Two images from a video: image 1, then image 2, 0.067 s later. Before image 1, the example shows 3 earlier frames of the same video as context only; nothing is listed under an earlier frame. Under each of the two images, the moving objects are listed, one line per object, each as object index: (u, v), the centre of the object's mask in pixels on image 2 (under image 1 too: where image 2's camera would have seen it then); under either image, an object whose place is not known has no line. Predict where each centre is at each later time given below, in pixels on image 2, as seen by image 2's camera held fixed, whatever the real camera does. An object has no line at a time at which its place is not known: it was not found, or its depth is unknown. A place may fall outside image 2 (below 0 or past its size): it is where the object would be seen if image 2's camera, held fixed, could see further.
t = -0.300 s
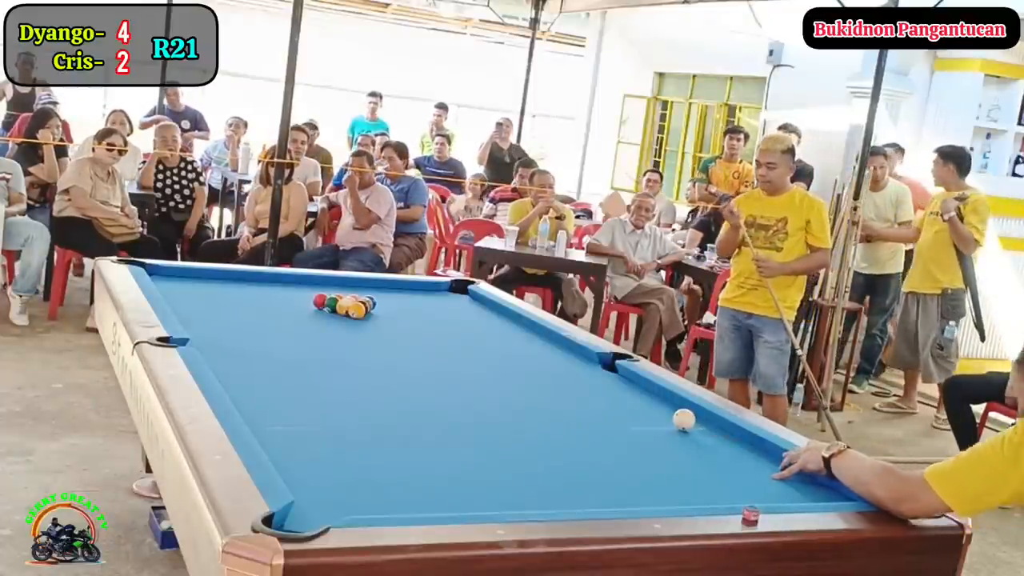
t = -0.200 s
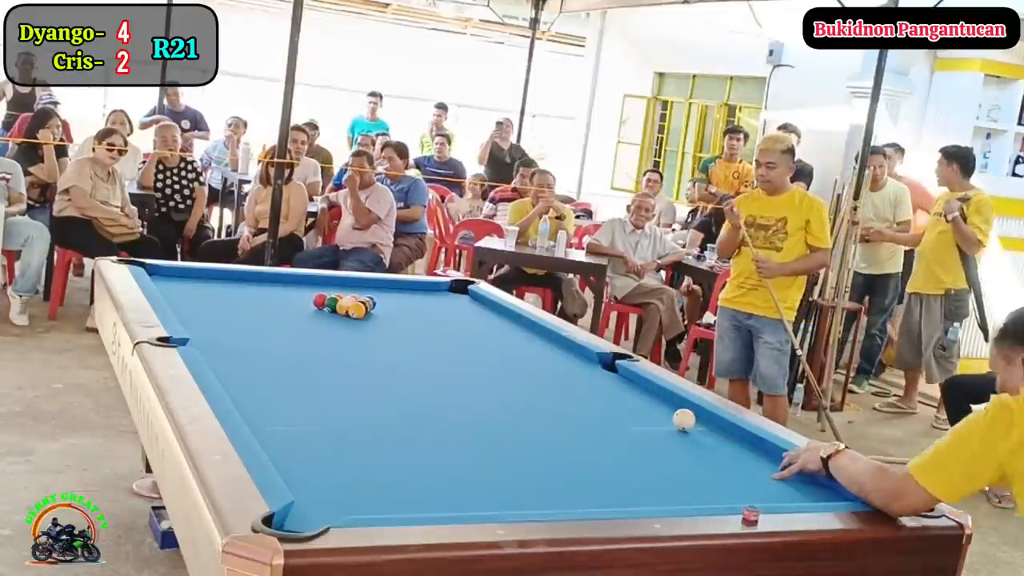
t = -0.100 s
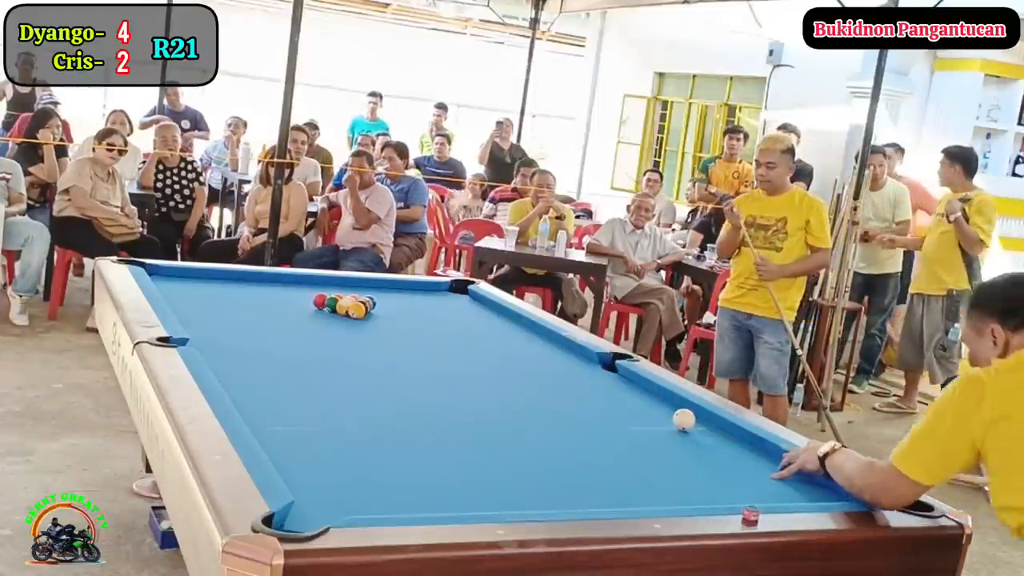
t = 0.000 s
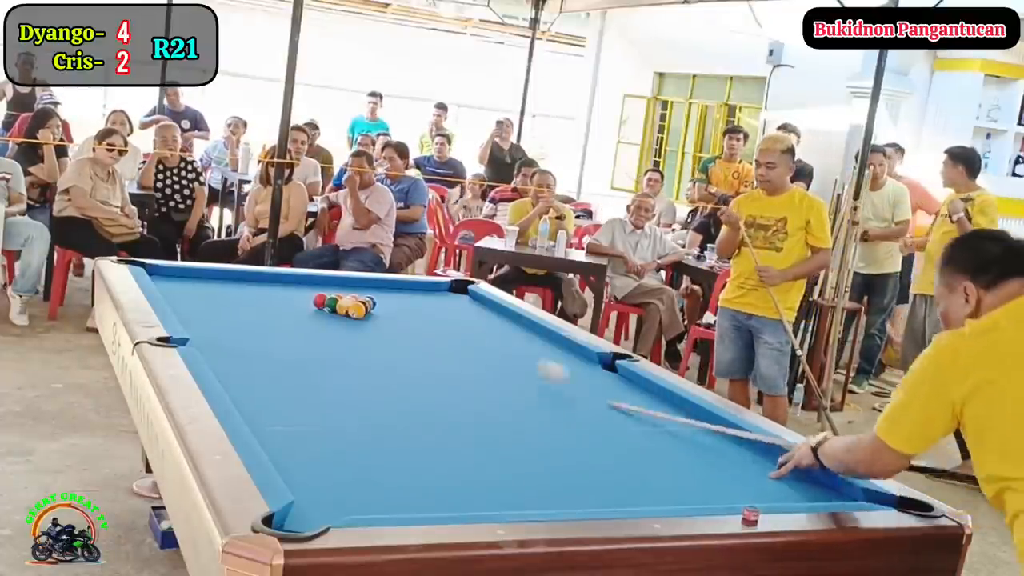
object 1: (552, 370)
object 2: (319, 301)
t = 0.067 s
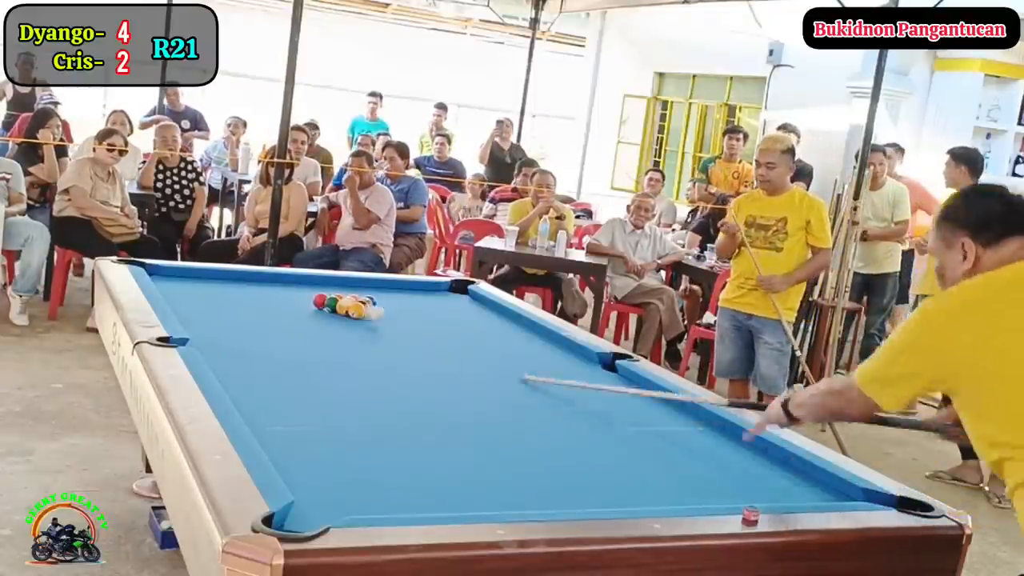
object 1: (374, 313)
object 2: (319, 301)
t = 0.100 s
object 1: (372, 305)
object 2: (284, 290)
